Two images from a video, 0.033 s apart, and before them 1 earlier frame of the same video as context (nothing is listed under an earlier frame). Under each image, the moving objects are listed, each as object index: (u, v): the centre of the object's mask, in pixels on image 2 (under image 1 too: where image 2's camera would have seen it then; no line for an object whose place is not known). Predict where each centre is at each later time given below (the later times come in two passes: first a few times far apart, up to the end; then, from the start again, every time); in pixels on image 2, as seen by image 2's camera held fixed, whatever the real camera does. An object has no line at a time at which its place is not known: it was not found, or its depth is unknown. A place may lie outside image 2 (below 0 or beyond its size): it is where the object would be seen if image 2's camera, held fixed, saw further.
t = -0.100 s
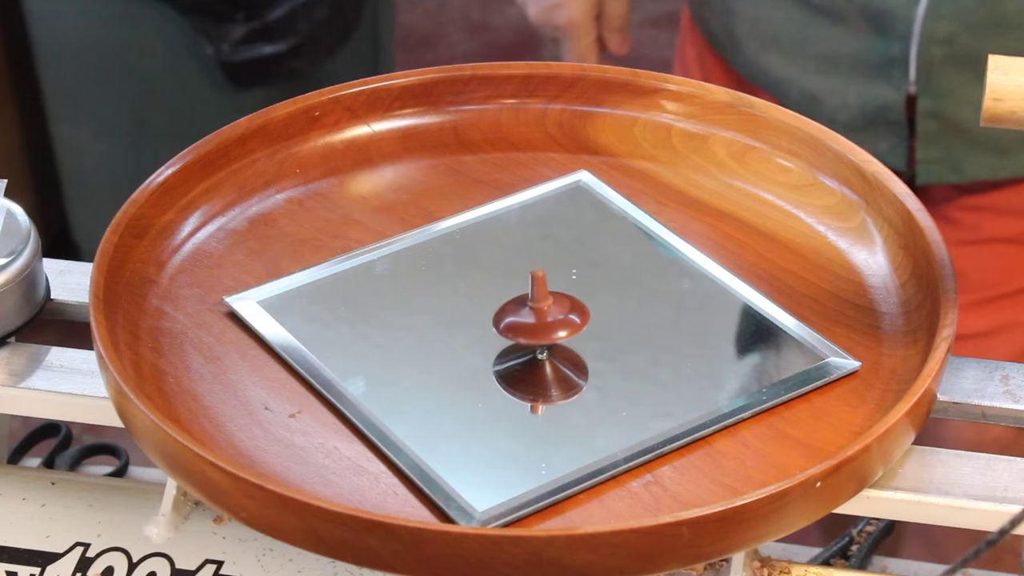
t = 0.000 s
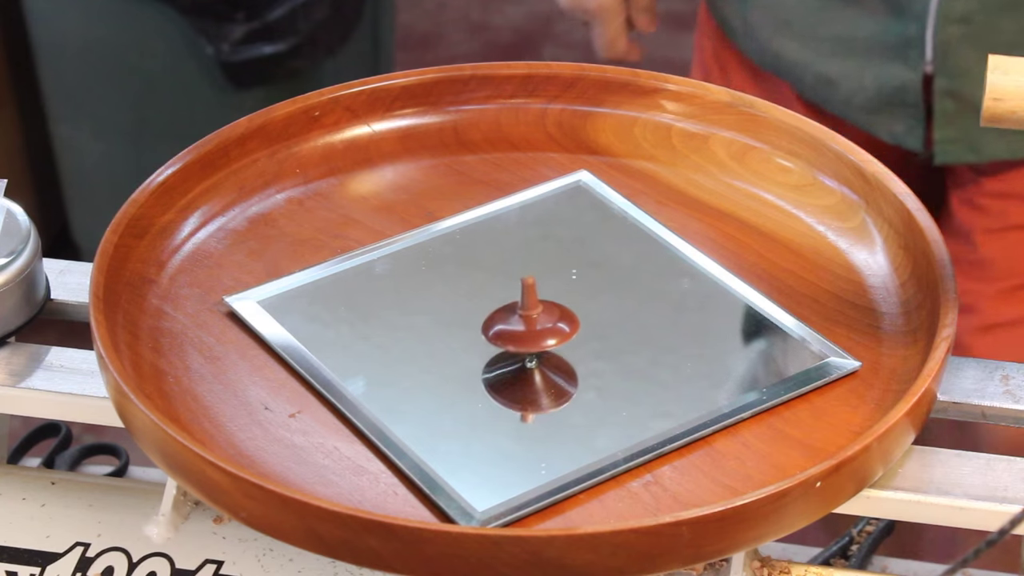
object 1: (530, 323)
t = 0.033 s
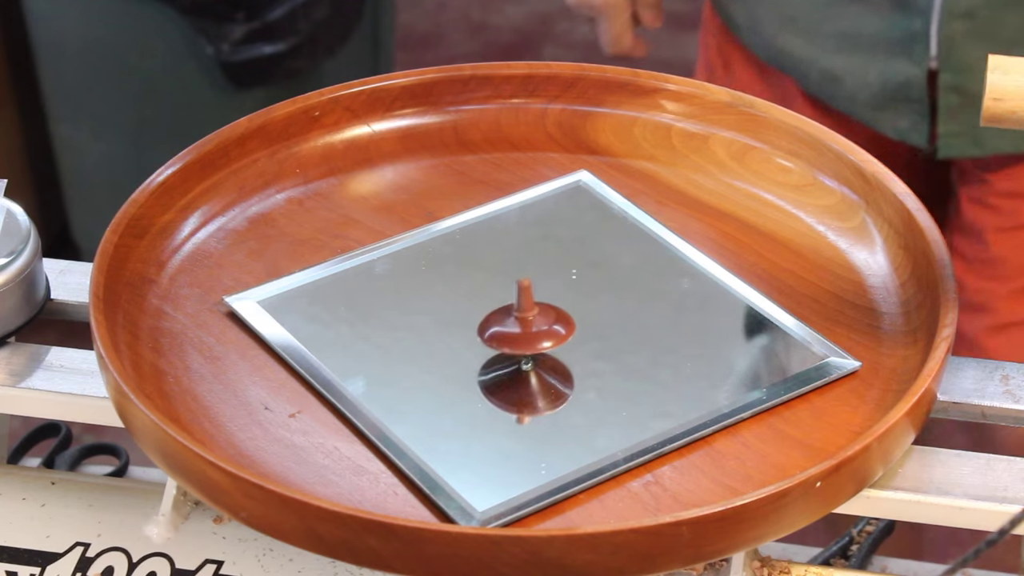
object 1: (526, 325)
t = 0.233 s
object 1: (496, 333)
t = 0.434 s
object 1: (465, 335)
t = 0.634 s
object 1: (439, 329)
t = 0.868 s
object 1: (427, 318)
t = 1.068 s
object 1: (429, 309)
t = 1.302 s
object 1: (446, 302)
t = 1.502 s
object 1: (463, 304)
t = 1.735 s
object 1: (479, 313)
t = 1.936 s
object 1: (481, 325)
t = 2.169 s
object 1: (473, 340)
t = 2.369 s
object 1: (456, 350)
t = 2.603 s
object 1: (432, 354)
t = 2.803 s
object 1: (414, 353)
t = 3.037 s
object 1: (403, 349)
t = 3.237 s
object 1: (404, 343)
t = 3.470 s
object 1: (415, 337)
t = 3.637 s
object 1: (426, 337)
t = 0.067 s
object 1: (521, 327)
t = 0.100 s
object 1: (517, 329)
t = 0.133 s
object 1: (511, 330)
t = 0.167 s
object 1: (506, 331)
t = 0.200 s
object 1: (501, 332)
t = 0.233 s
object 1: (496, 333)
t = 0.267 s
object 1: (491, 334)
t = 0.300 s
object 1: (486, 335)
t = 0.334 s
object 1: (481, 335)
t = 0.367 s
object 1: (475, 335)
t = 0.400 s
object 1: (470, 335)
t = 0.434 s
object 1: (465, 335)
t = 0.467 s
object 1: (460, 334)
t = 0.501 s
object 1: (455, 333)
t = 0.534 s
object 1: (451, 332)
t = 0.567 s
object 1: (446, 331)
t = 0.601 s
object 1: (442, 330)
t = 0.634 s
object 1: (439, 329)
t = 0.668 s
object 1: (437, 328)
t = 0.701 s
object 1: (435, 326)
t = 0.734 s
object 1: (433, 325)
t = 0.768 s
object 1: (431, 323)
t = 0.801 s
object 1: (429, 322)
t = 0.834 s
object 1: (428, 320)
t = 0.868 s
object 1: (427, 318)
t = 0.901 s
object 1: (427, 317)
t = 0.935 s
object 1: (427, 315)
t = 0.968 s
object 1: (426, 313)
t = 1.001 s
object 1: (427, 312)
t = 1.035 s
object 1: (428, 310)
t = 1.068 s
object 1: (429, 309)
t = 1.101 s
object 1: (431, 307)
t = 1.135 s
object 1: (433, 306)
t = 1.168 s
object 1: (435, 305)
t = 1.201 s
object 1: (437, 304)
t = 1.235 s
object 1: (440, 303)
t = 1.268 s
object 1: (443, 303)
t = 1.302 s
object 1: (446, 302)
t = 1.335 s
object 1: (449, 302)
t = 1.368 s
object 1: (451, 302)
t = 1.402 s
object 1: (454, 302)
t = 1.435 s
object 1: (457, 303)
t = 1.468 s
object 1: (460, 303)
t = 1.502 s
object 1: (463, 304)
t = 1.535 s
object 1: (466, 305)
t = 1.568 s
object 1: (469, 306)
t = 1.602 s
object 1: (471, 307)
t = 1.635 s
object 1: (474, 309)
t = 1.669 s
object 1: (476, 310)
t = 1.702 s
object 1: (477, 312)
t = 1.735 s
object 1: (479, 313)
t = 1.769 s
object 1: (480, 315)
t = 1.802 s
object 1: (480, 317)
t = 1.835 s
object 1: (481, 319)
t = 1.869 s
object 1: (481, 321)
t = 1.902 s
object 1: (481, 323)
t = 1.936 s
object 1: (481, 325)
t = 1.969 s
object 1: (480, 327)
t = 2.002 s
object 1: (480, 329)
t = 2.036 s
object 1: (479, 331)
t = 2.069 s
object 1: (478, 333)
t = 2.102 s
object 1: (476, 335)
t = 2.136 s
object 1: (475, 337)
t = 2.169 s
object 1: (473, 340)
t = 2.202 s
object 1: (471, 342)
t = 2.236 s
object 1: (468, 344)
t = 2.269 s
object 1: (465, 345)
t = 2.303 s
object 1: (462, 347)
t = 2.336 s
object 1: (459, 348)
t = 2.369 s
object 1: (456, 350)
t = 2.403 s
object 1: (452, 351)
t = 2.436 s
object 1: (449, 352)
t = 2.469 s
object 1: (446, 353)
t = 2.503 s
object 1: (442, 354)
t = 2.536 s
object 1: (438, 354)
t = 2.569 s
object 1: (435, 354)
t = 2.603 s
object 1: (432, 354)
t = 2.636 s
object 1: (428, 355)
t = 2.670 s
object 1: (425, 355)
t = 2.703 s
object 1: (422, 355)
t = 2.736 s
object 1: (419, 354)
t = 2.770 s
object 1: (416, 354)
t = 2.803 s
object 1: (414, 353)
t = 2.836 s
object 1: (412, 353)
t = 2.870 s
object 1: (410, 352)
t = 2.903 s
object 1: (408, 352)
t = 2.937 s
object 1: (407, 351)
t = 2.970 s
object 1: (406, 351)
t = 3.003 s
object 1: (405, 350)
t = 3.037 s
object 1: (403, 349)
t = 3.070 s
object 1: (403, 348)
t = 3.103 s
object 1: (403, 347)
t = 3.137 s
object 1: (403, 346)
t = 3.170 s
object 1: (403, 345)
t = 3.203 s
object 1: (403, 344)
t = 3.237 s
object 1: (404, 343)
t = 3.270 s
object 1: (405, 342)
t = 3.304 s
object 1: (406, 341)
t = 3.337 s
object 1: (408, 340)
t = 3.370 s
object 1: (409, 339)
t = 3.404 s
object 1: (411, 338)
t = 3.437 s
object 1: (413, 338)
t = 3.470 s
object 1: (415, 337)
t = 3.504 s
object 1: (417, 337)
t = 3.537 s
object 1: (420, 336)
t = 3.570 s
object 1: (422, 337)
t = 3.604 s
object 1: (424, 337)
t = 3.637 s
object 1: (426, 337)
